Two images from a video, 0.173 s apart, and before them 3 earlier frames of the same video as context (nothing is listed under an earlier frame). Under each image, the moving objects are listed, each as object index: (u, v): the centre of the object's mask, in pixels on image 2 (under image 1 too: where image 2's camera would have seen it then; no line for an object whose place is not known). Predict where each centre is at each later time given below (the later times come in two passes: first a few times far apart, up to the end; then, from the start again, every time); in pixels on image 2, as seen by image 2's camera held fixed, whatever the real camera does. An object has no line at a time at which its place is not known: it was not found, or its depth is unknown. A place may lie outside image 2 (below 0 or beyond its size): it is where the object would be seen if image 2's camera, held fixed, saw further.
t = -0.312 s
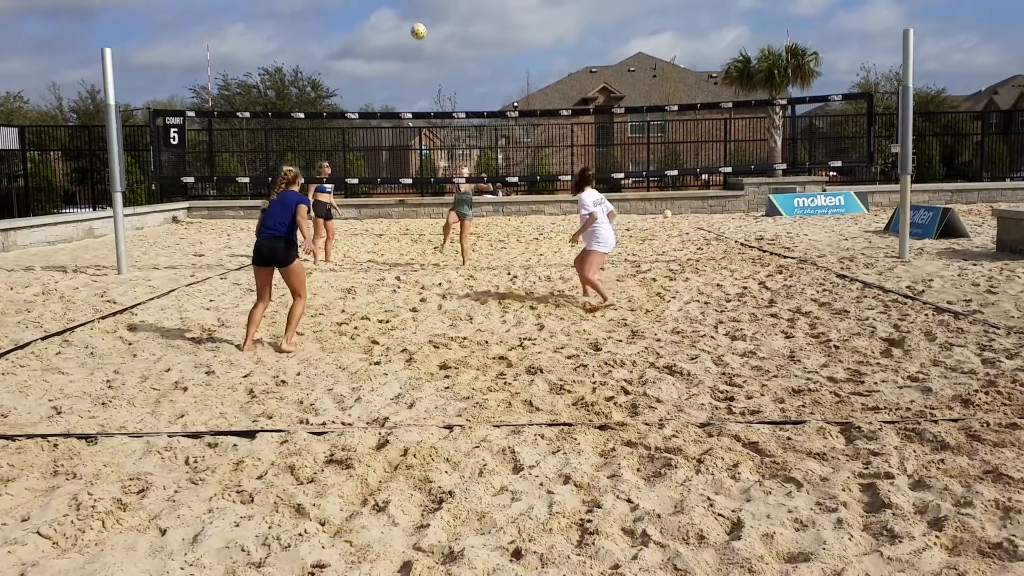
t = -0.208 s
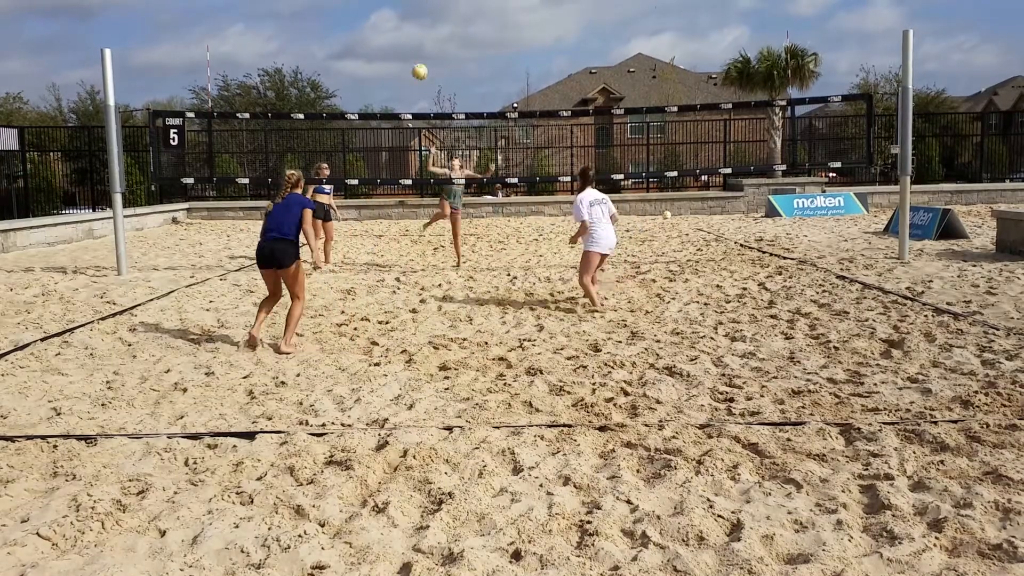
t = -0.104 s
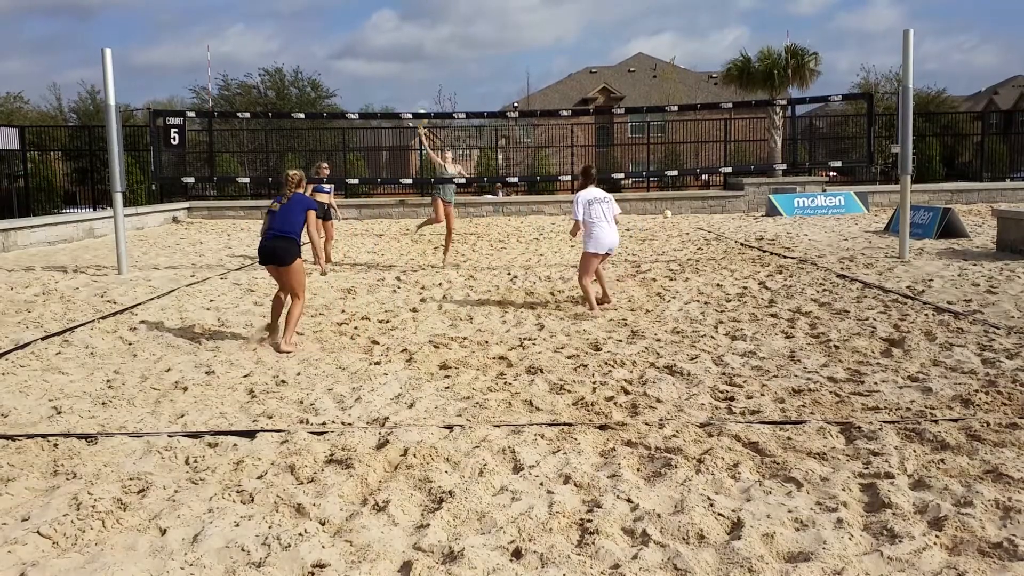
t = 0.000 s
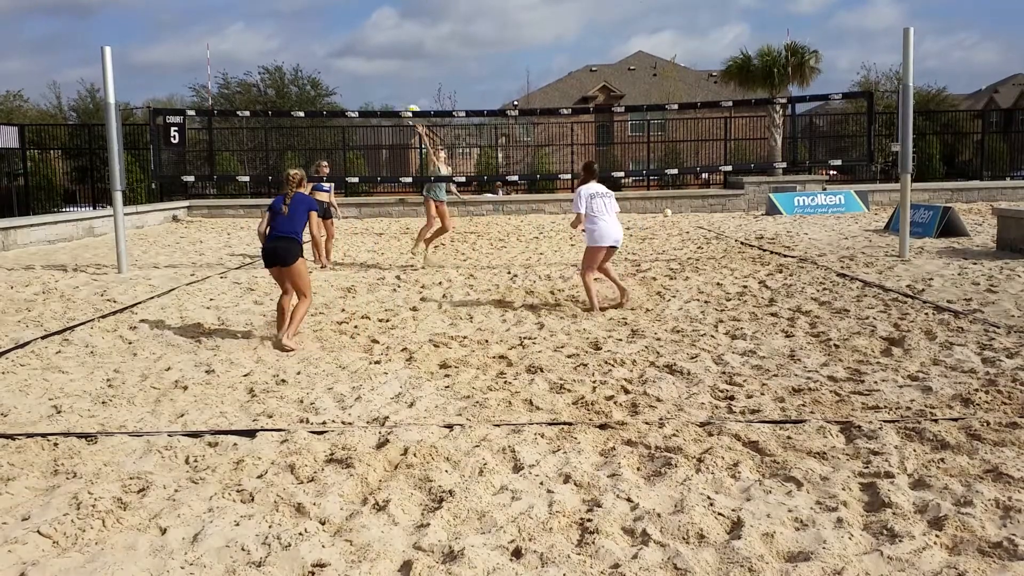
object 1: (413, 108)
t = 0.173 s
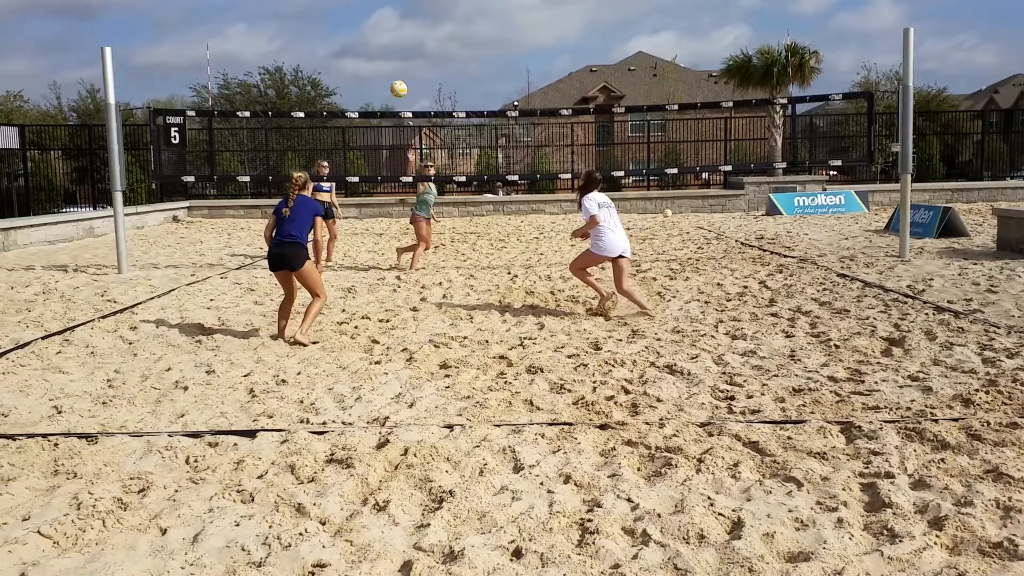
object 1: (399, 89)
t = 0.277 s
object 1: (391, 80)
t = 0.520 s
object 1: (372, 93)
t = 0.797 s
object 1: (354, 167)
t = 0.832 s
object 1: (352, 180)
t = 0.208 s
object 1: (396, 85)
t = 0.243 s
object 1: (394, 82)
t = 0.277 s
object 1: (391, 80)
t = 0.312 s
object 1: (387, 78)
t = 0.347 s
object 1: (384, 78)
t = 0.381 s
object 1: (382, 79)
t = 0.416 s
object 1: (379, 81)
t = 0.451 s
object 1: (377, 85)
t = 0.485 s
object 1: (374, 88)
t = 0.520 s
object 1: (372, 93)
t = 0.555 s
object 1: (370, 99)
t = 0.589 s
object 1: (367, 106)
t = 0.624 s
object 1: (365, 114)
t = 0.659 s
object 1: (363, 123)
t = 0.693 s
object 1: (361, 133)
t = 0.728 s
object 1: (359, 143)
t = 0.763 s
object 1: (357, 154)
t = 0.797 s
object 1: (354, 167)
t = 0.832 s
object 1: (352, 180)
